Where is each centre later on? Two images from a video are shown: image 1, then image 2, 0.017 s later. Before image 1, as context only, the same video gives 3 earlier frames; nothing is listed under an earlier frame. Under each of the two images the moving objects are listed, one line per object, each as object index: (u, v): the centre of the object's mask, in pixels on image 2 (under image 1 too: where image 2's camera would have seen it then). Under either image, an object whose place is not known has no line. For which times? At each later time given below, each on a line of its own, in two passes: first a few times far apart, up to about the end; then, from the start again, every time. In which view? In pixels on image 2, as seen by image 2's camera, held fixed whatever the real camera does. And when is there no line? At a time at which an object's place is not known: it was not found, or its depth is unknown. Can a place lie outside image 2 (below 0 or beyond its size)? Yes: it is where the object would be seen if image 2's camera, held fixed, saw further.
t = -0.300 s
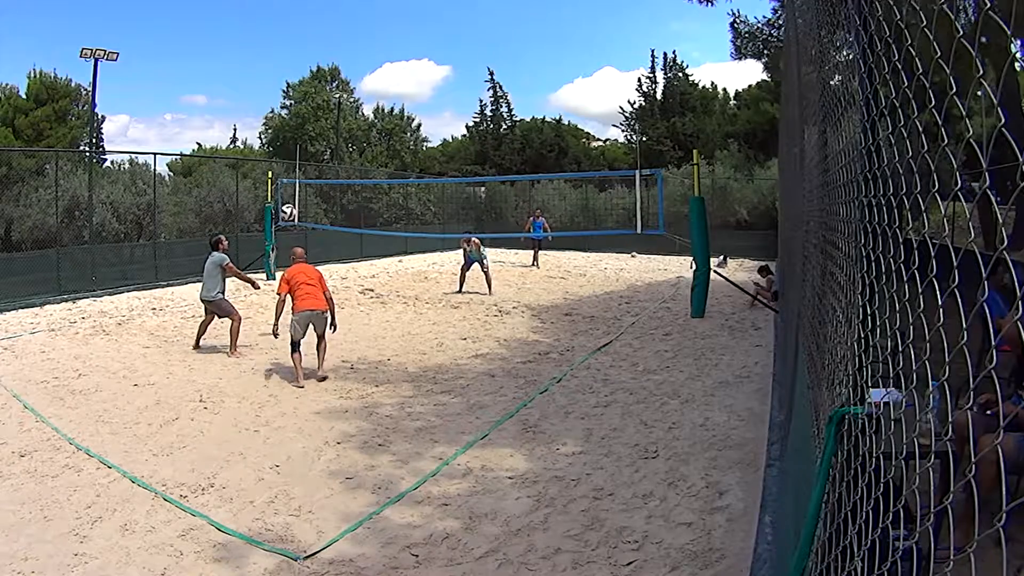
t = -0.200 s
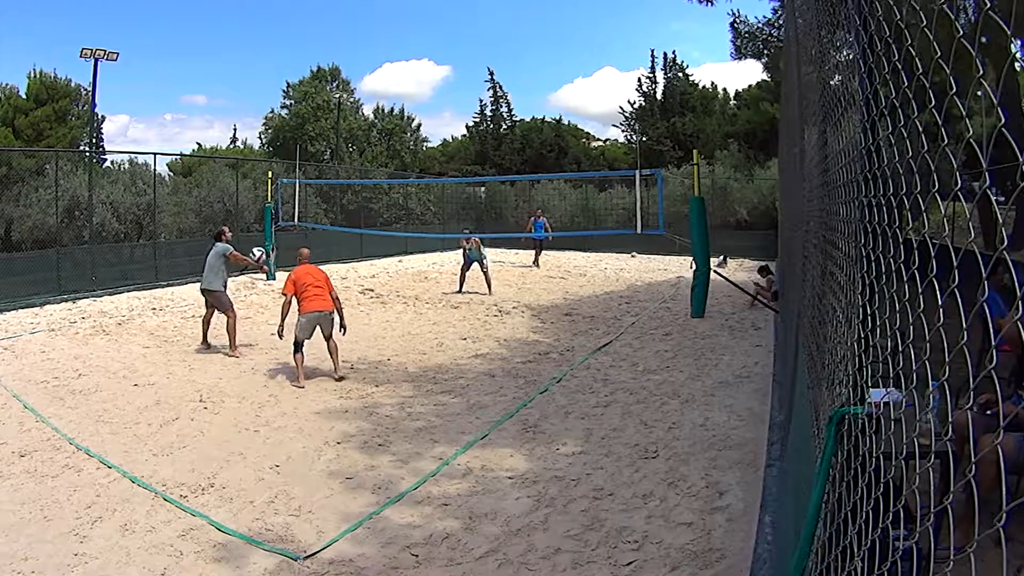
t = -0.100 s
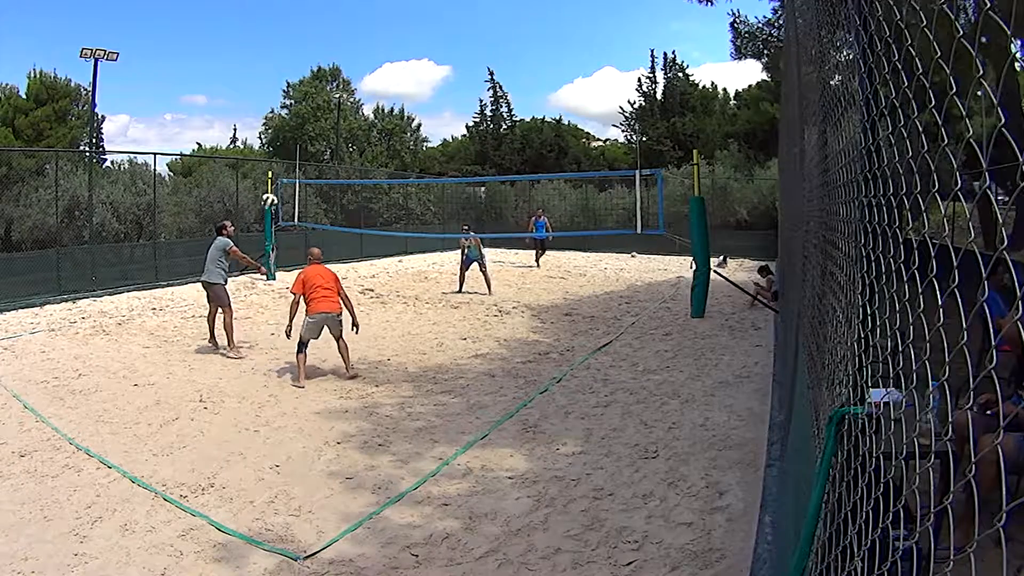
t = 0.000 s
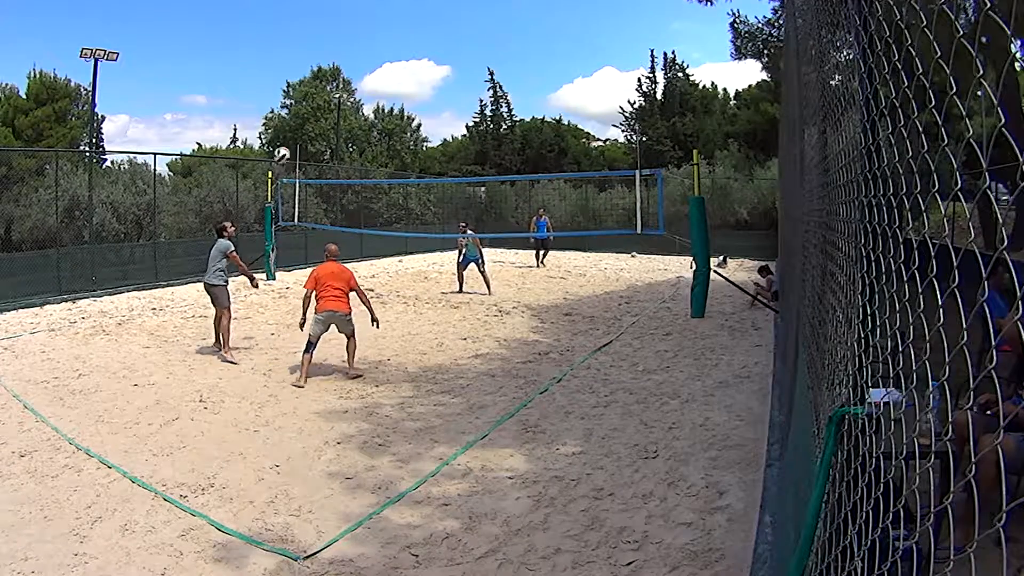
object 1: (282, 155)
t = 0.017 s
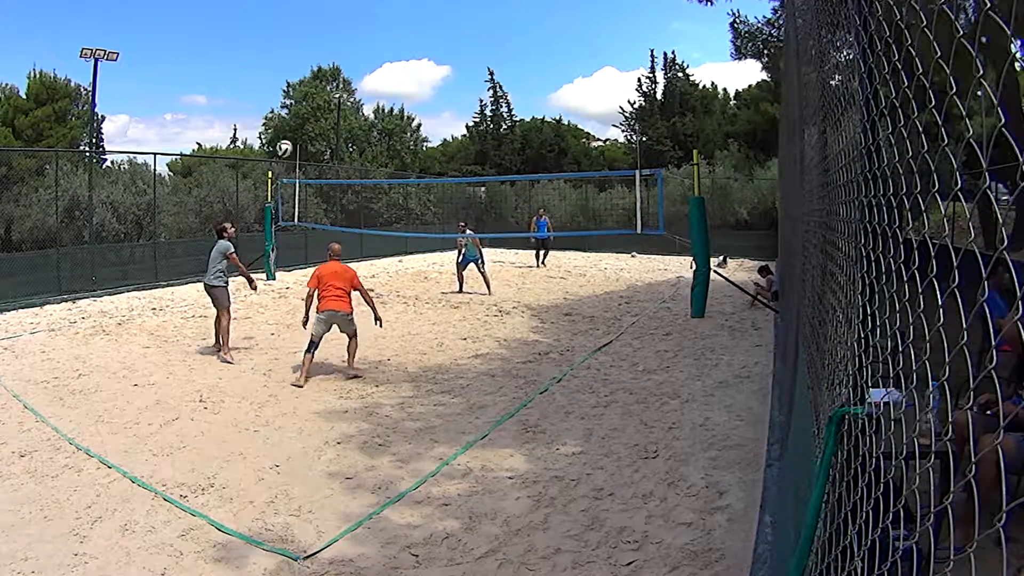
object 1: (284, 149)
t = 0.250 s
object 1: (313, 77)
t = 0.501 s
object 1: (343, 46)
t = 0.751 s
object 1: (370, 56)
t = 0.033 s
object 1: (286, 142)
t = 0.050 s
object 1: (288, 135)
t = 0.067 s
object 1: (290, 129)
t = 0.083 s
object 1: (293, 123)
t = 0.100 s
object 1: (296, 117)
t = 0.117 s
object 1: (297, 112)
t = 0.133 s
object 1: (299, 107)
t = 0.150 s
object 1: (301, 102)
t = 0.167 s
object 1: (303, 97)
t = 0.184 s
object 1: (305, 92)
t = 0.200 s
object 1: (306, 87)
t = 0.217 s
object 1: (309, 84)
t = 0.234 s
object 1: (311, 80)
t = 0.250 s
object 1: (313, 77)
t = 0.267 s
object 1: (315, 73)
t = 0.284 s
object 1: (317, 70)
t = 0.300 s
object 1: (318, 67)
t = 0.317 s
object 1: (321, 64)
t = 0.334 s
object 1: (323, 61)
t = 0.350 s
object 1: (326, 59)
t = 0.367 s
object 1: (327, 57)
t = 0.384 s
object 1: (329, 55)
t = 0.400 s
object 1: (331, 53)
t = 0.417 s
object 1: (333, 51)
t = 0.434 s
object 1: (335, 50)
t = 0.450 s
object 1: (337, 49)
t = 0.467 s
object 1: (339, 47)
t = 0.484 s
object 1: (341, 46)
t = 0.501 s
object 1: (343, 46)
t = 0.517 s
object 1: (345, 45)
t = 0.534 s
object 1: (346, 45)
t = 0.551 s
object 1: (348, 45)
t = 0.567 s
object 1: (350, 44)
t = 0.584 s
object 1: (352, 45)
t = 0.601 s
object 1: (354, 46)
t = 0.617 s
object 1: (356, 46)
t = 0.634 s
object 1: (358, 46)
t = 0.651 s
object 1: (360, 47)
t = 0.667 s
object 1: (361, 48)
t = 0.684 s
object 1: (363, 49)
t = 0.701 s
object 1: (364, 51)
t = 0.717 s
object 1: (366, 52)
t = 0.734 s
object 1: (368, 54)
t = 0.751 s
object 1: (370, 56)
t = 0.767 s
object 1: (371, 58)
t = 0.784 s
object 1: (373, 61)
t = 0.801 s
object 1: (375, 64)
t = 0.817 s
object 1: (376, 66)
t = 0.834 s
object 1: (378, 69)
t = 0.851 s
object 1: (379, 73)
